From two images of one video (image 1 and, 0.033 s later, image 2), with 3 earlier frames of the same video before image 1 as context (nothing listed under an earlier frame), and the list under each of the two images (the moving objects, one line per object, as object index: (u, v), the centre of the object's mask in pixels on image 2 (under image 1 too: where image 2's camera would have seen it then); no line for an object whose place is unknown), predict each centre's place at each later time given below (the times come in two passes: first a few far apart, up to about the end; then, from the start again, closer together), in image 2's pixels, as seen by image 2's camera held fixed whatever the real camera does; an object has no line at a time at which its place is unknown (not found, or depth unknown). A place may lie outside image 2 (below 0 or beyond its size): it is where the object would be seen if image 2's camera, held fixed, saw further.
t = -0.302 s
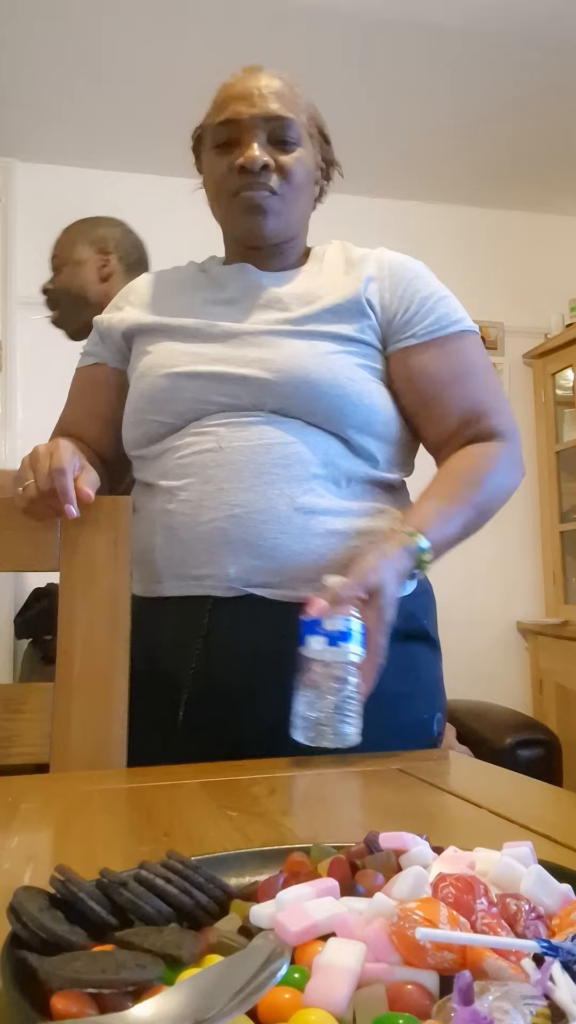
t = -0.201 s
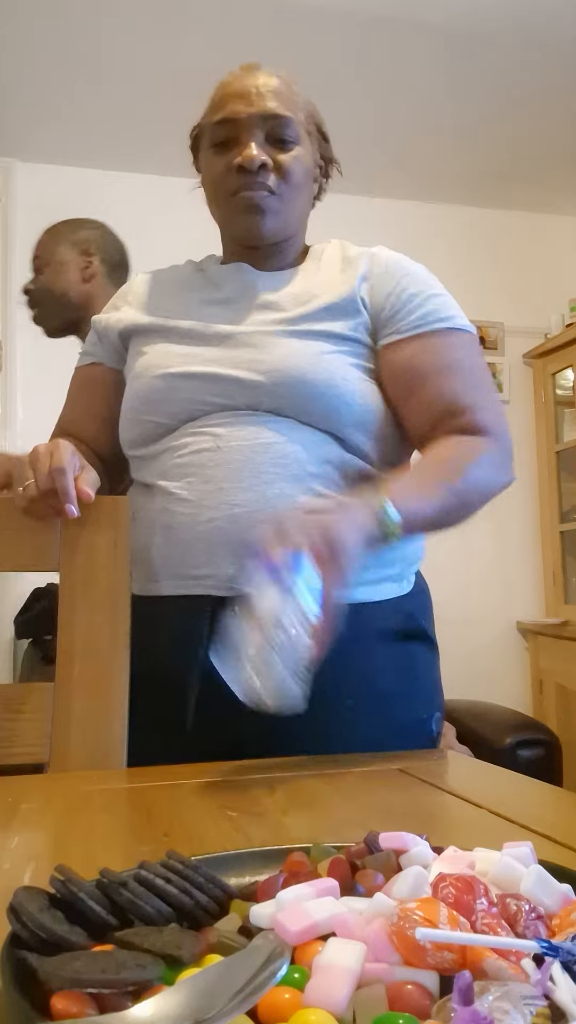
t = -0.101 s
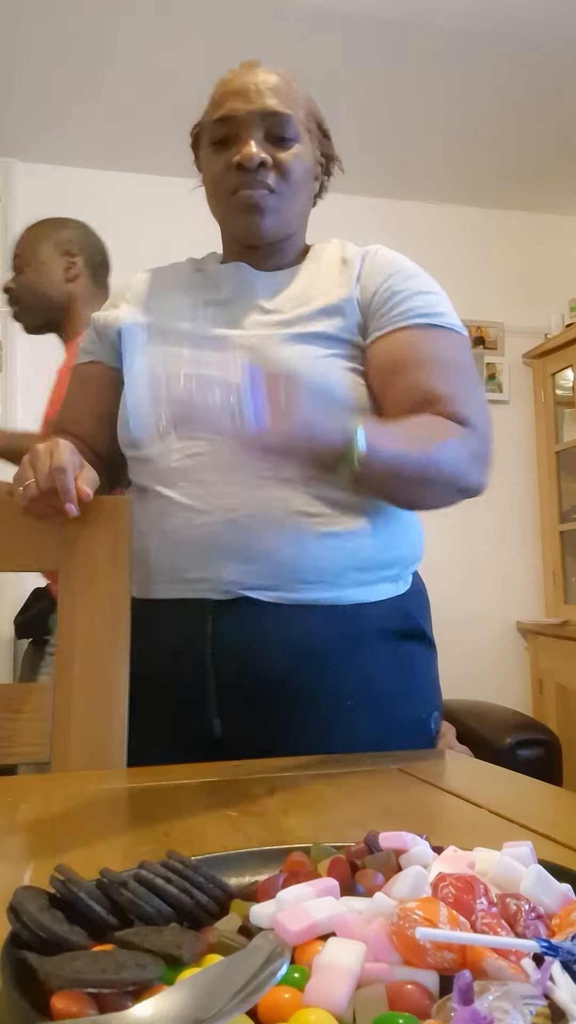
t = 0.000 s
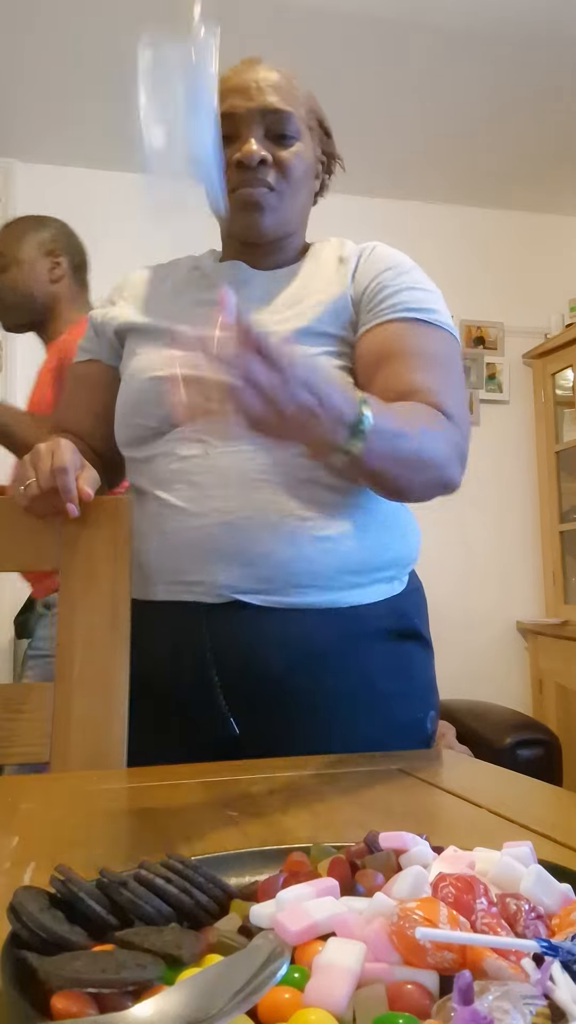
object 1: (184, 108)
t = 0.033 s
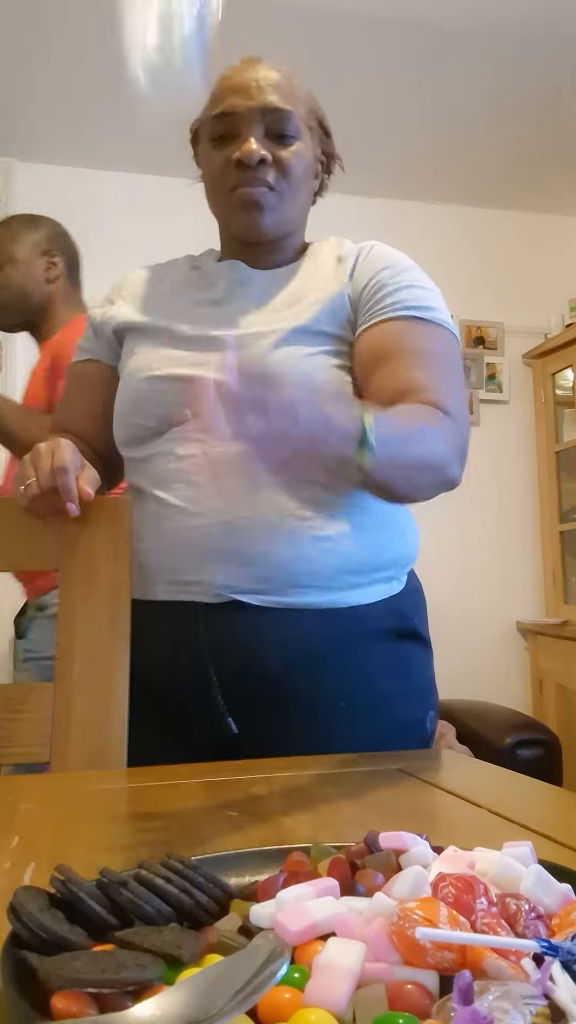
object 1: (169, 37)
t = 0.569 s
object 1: (239, 434)
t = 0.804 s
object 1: (301, 732)
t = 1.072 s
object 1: (361, 772)
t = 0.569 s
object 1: (239, 434)
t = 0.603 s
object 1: (247, 599)
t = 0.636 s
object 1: (256, 725)
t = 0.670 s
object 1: (263, 720)
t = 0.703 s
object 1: (275, 720)
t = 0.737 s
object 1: (284, 722)
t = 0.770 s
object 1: (293, 725)
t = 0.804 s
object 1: (301, 732)
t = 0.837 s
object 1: (309, 745)
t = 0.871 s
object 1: (318, 765)
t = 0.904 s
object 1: (328, 774)
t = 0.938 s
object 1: (335, 774)
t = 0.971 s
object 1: (342, 773)
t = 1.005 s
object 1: (348, 773)
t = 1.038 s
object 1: (354, 773)
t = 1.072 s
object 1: (361, 772)
